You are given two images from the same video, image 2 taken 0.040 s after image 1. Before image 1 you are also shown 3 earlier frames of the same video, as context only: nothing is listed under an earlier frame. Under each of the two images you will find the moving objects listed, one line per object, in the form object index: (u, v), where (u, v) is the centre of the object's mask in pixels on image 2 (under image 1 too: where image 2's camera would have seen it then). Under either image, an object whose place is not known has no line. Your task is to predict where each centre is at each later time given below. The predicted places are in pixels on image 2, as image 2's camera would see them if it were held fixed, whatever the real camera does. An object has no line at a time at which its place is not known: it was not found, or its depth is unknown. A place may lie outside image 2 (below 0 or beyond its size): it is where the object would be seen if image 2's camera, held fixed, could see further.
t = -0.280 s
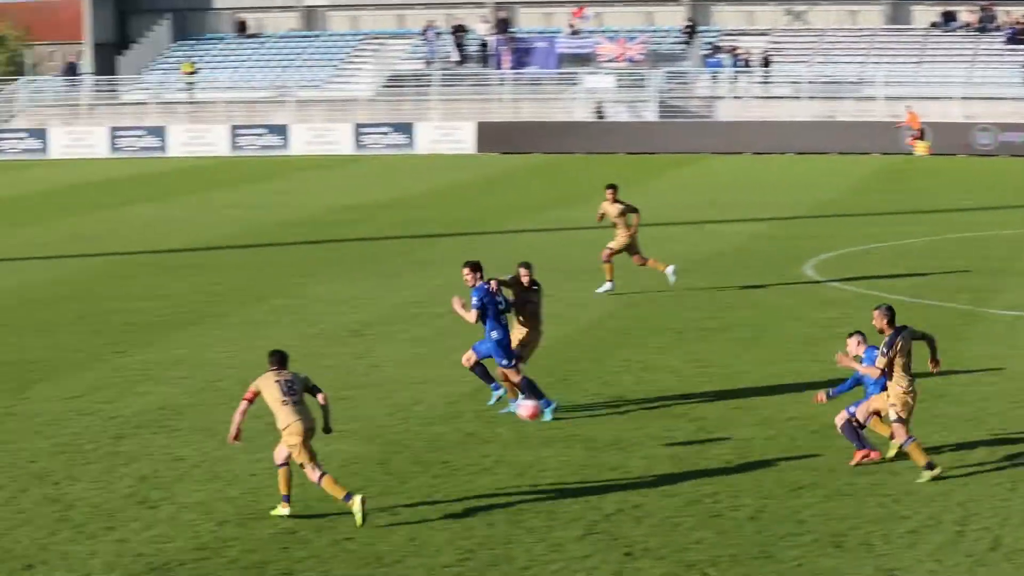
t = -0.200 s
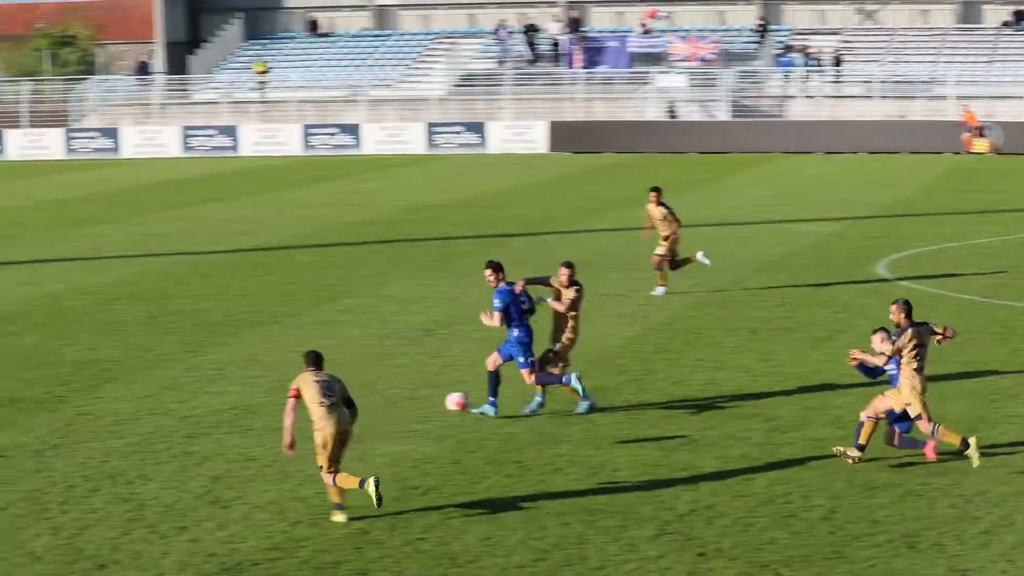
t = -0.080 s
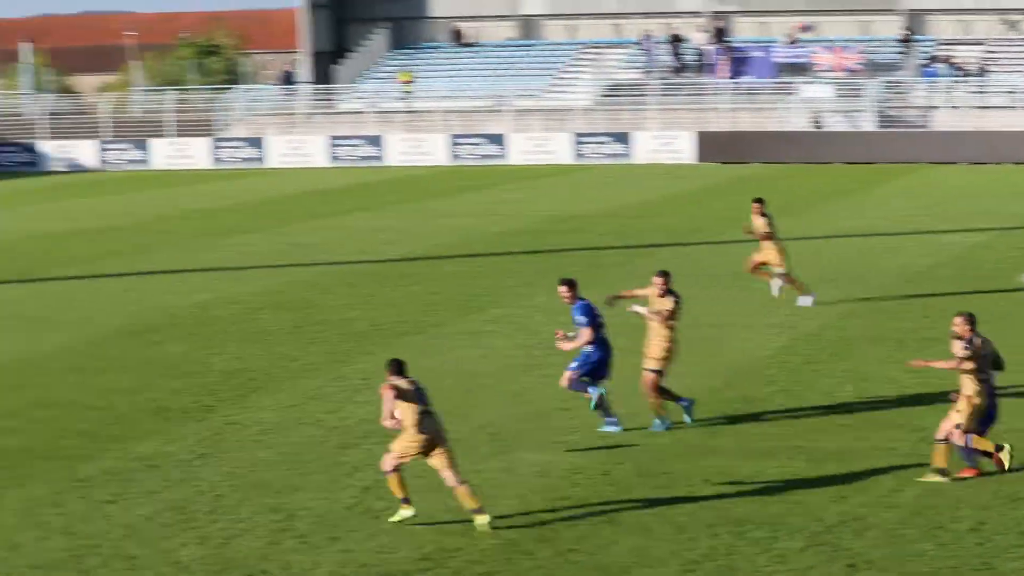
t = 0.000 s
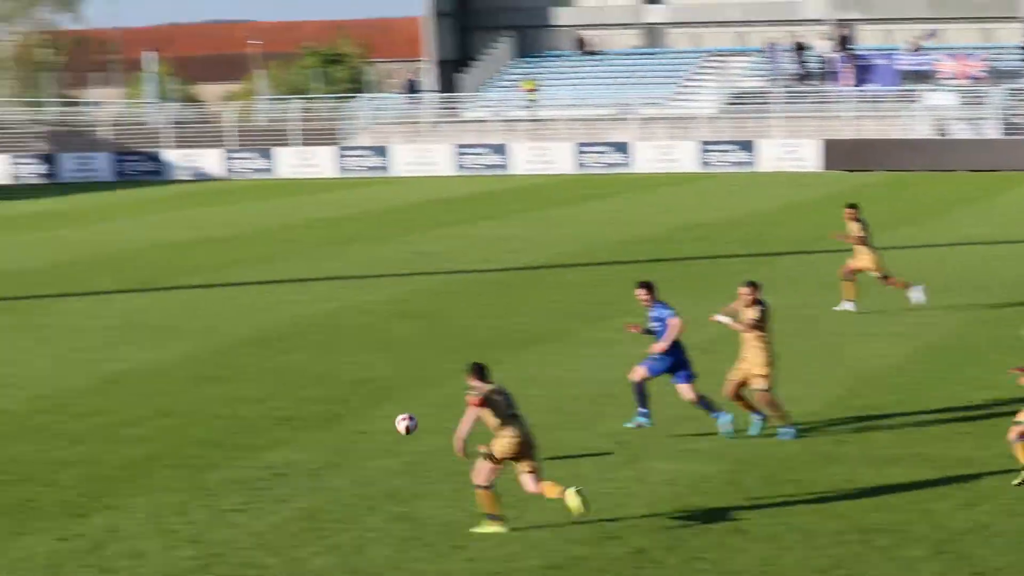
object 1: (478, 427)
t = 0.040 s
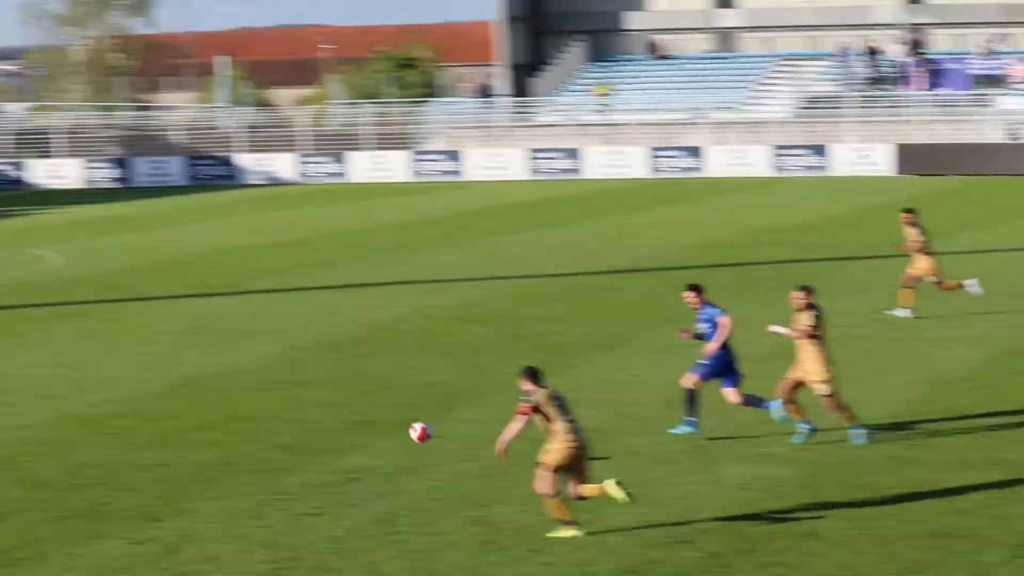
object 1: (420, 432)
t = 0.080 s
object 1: (364, 439)
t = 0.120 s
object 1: (309, 449)
